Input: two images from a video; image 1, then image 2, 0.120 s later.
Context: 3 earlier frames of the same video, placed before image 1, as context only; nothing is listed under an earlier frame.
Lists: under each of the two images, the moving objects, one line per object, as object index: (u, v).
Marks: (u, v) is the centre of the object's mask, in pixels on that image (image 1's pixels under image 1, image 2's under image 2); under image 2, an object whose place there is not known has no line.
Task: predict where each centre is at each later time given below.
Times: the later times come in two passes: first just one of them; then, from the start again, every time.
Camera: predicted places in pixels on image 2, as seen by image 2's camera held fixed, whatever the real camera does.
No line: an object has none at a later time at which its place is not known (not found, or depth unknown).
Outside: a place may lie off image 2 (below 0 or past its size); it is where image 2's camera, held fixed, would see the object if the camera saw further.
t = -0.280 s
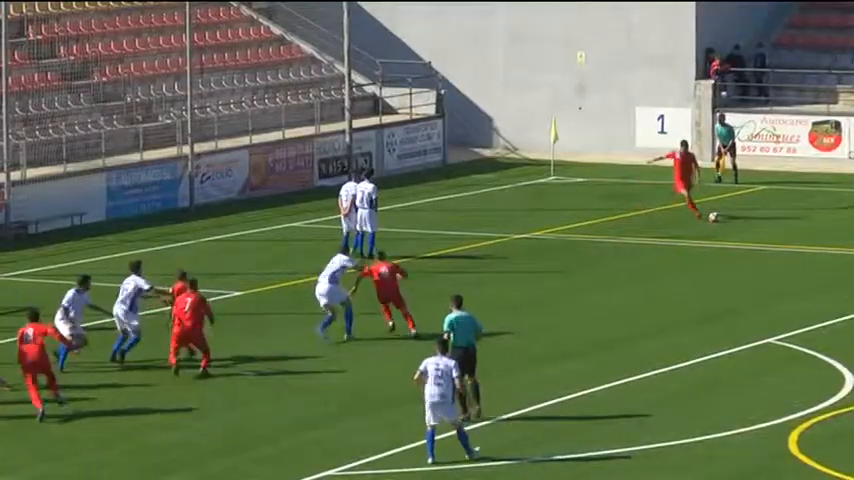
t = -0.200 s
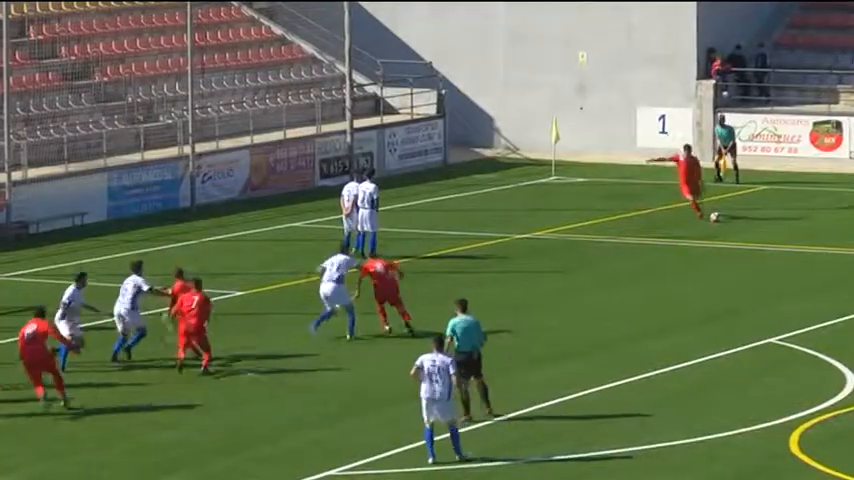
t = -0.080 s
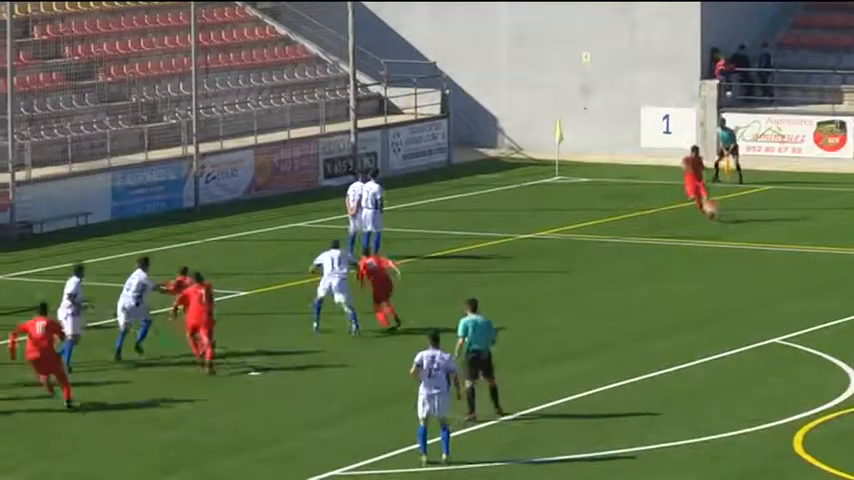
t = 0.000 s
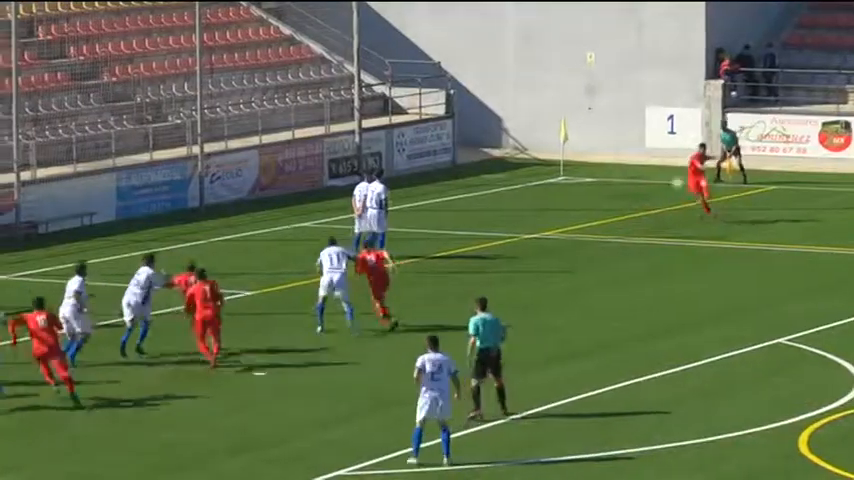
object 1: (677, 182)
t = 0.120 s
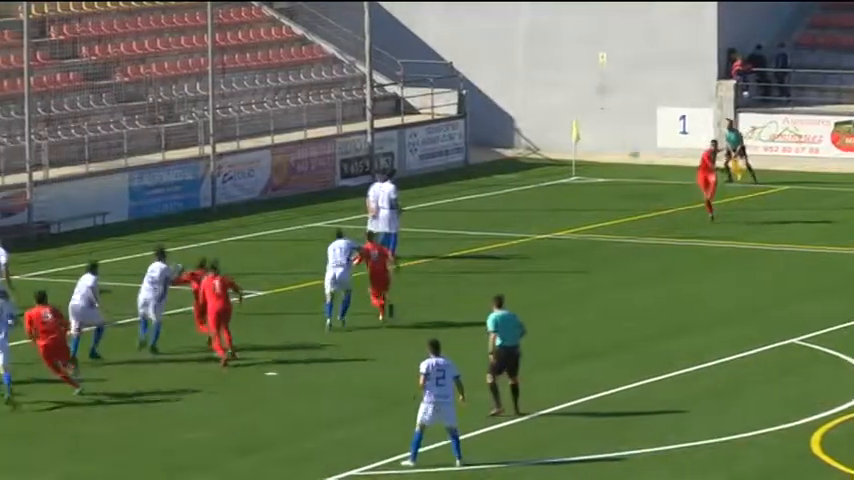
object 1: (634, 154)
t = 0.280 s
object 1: (546, 124)
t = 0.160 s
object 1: (611, 143)
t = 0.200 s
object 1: (592, 137)
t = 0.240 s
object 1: (568, 128)
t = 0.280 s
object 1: (546, 124)
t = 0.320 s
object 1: (522, 117)
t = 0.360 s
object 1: (495, 110)
